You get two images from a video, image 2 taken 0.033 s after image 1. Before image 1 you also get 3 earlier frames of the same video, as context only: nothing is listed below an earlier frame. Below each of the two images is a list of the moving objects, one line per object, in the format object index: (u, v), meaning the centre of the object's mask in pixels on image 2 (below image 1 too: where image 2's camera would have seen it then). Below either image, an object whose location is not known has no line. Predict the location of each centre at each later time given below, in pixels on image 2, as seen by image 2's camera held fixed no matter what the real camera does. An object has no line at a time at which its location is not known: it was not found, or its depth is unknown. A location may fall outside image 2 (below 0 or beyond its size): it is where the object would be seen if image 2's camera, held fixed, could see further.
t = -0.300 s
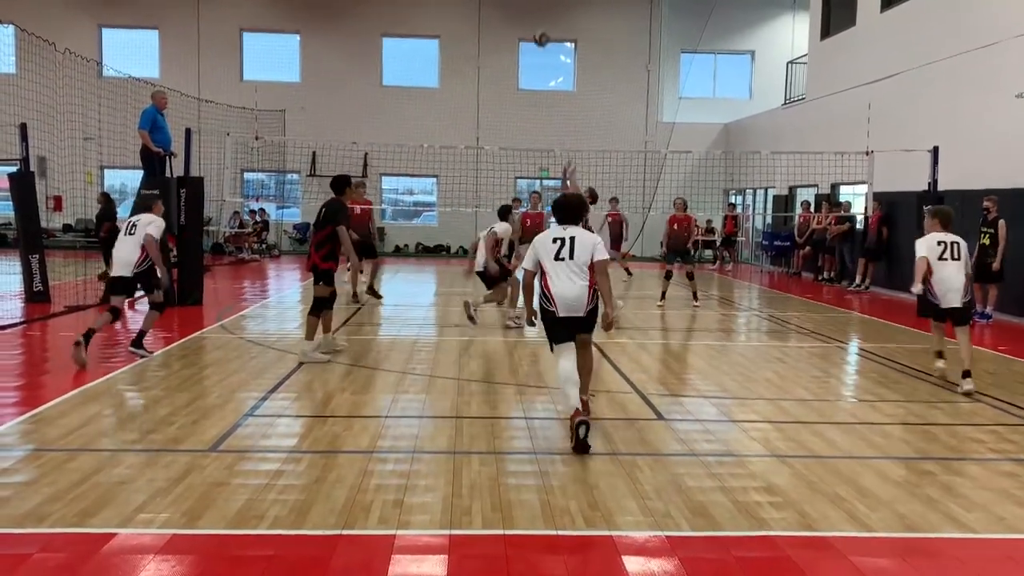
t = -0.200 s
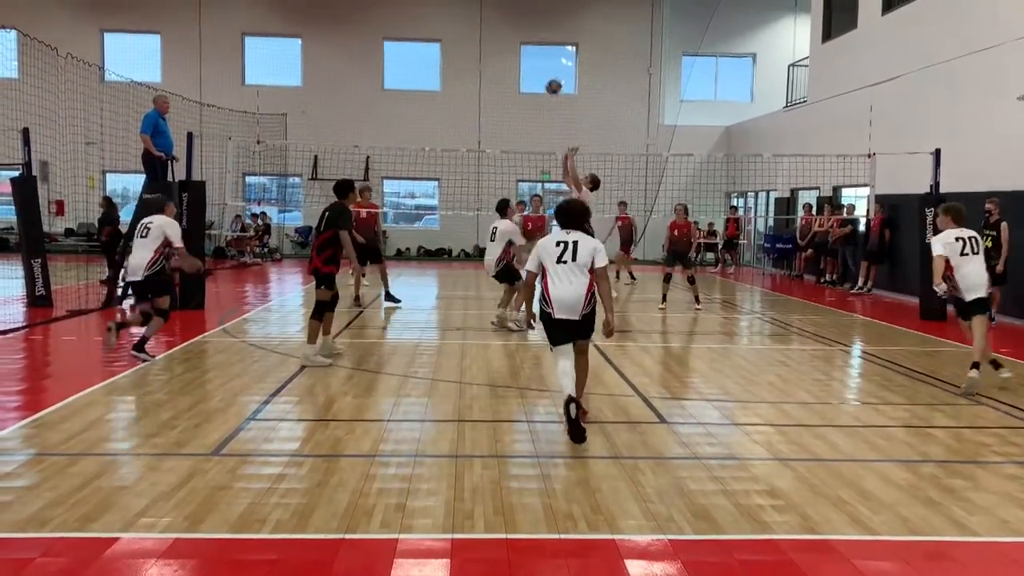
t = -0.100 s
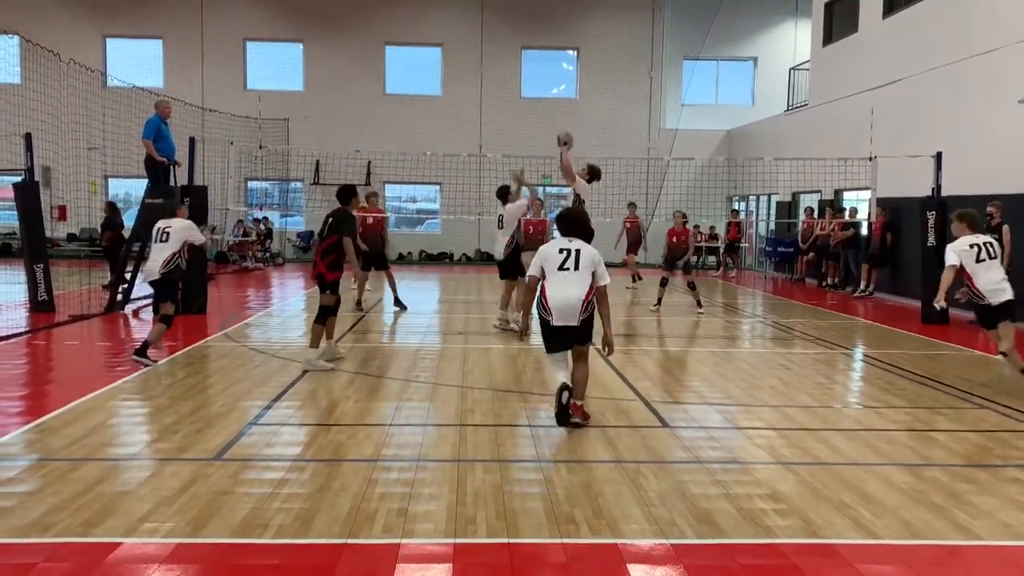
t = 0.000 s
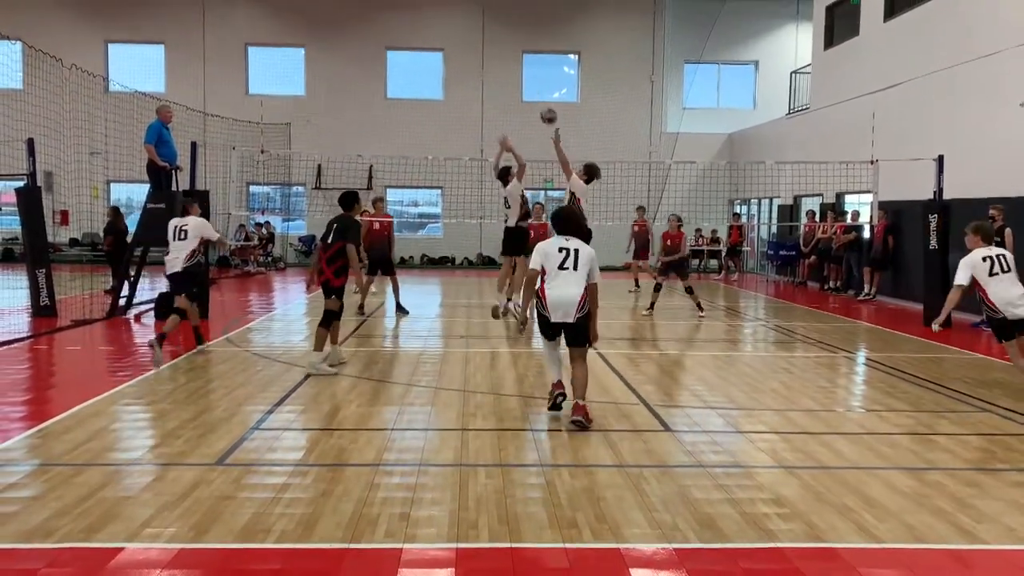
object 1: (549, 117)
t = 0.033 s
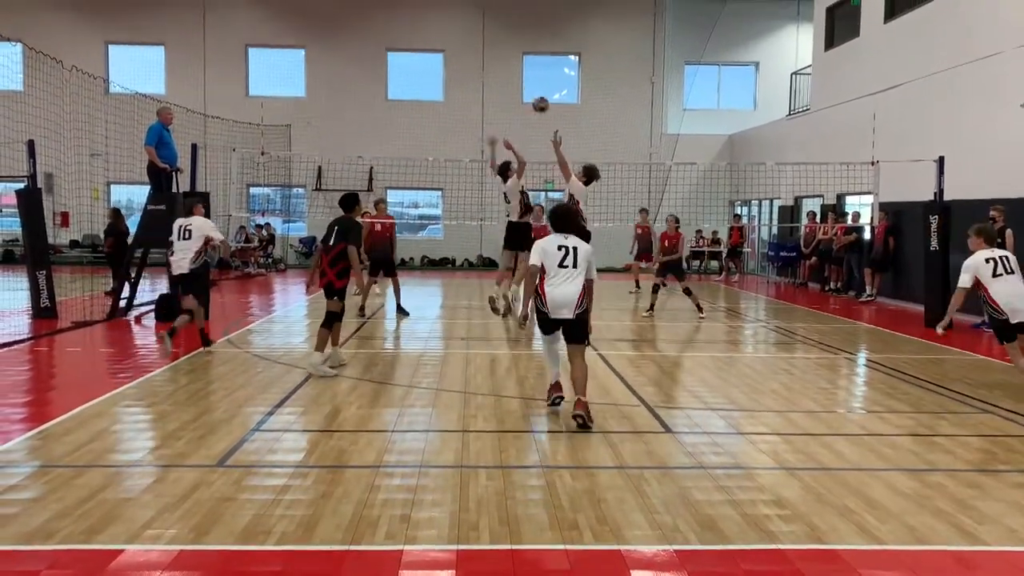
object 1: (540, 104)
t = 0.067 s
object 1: (531, 91)
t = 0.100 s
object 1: (523, 80)
